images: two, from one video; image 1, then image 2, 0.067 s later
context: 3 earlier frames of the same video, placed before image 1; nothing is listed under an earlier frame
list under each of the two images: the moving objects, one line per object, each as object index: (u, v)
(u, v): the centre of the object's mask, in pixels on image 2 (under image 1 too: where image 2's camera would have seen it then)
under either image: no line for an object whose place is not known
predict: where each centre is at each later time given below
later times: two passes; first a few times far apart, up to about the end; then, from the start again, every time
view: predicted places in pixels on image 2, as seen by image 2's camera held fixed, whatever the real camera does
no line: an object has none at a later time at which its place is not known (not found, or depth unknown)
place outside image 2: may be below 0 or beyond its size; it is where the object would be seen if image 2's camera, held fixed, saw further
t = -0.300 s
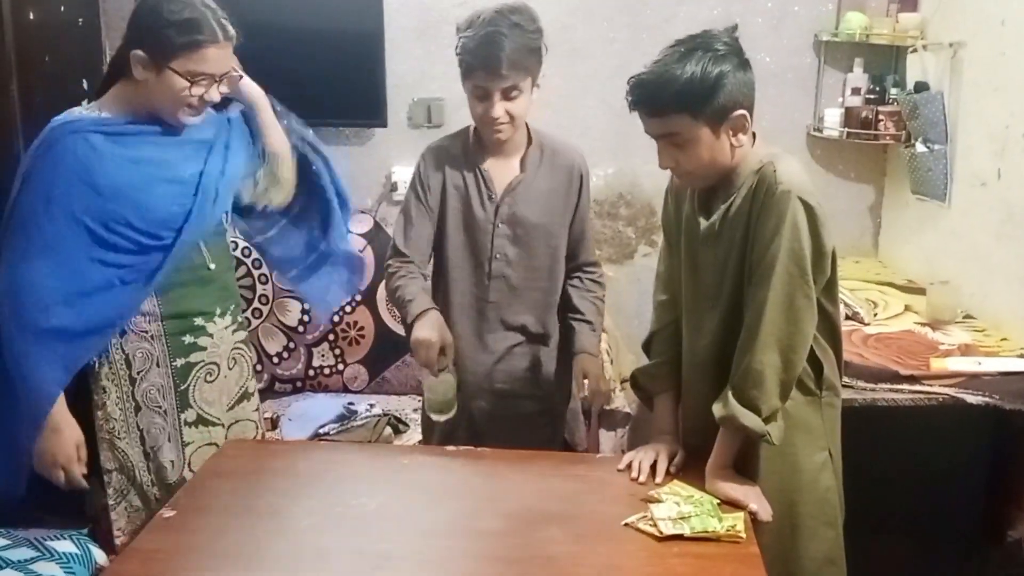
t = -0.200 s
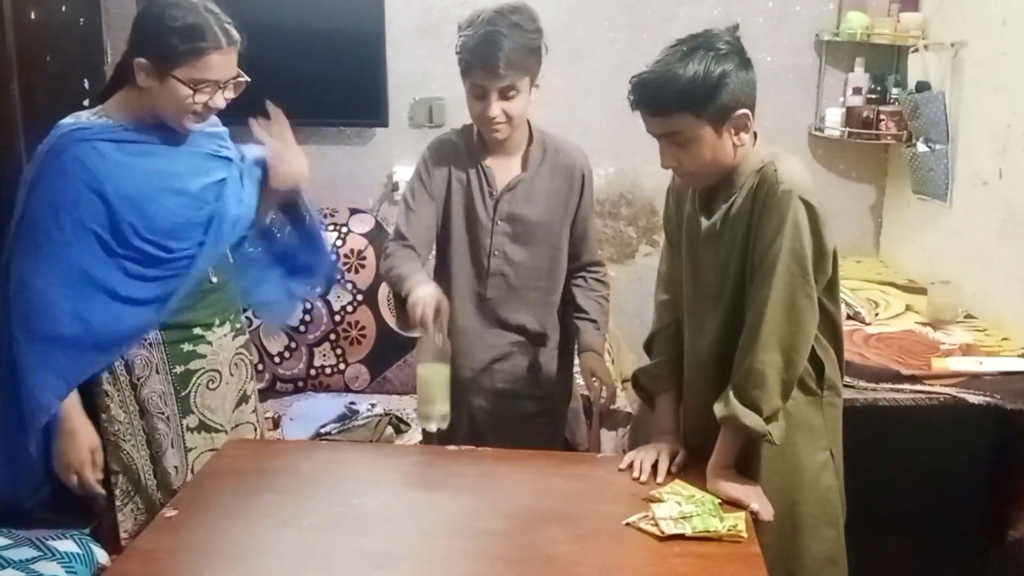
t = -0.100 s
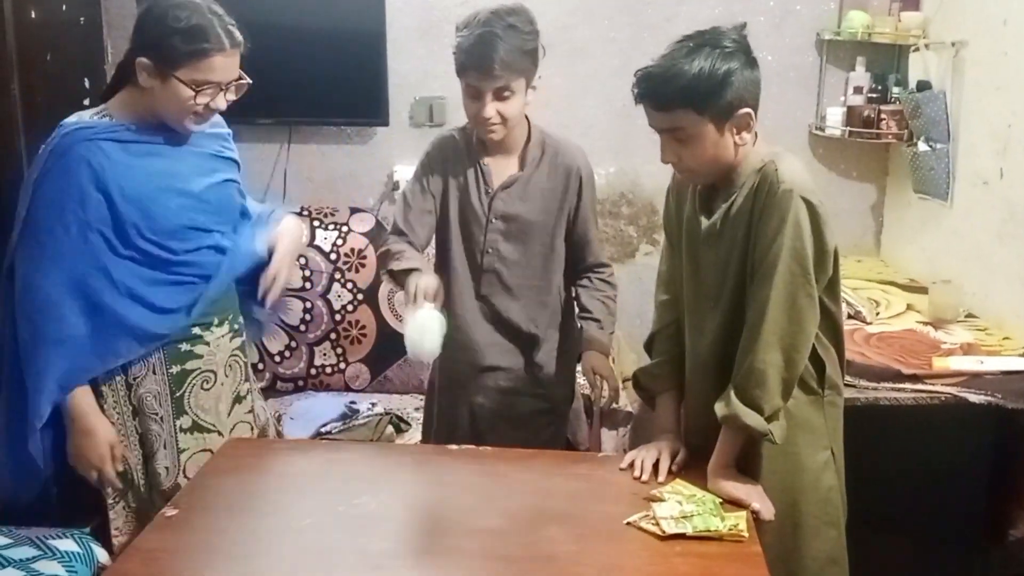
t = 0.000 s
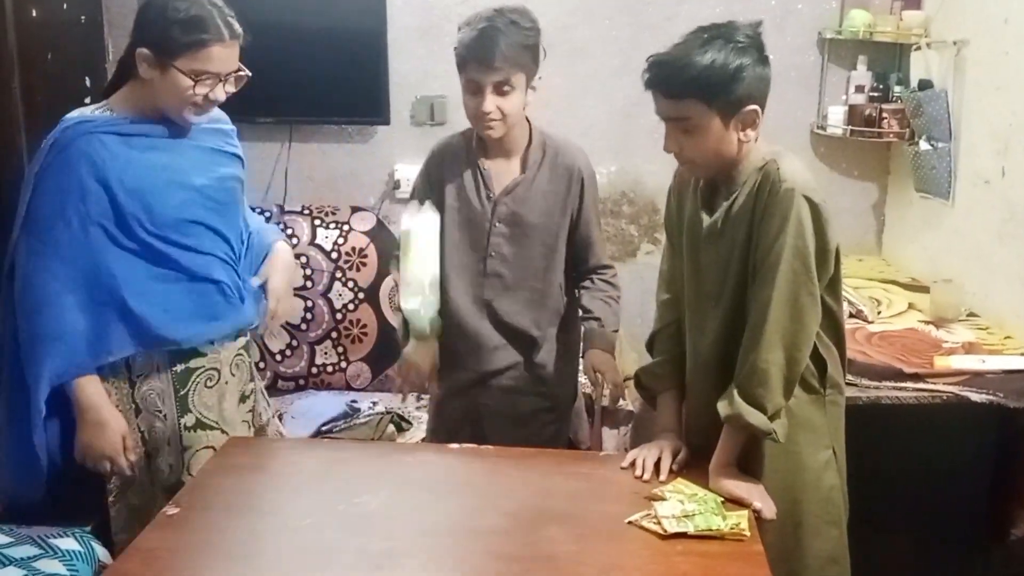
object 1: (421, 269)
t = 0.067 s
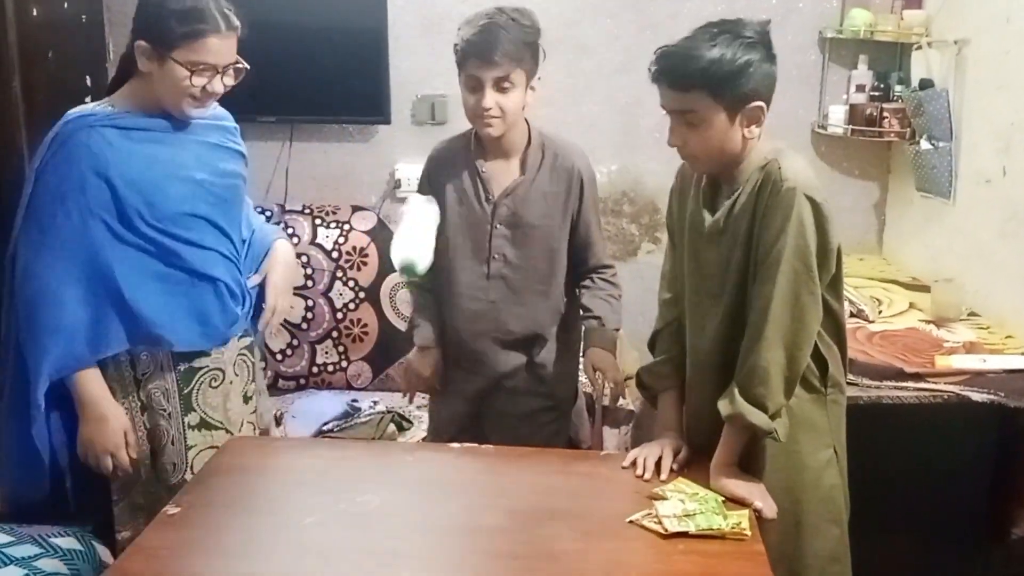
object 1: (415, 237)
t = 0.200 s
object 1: (405, 285)
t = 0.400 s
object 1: (394, 485)
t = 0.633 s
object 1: (402, 539)
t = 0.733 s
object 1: (402, 542)
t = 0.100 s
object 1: (413, 235)
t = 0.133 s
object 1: (412, 243)
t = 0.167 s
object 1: (409, 259)
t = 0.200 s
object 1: (405, 285)
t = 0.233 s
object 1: (404, 315)
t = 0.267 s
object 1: (402, 353)
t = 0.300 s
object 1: (400, 401)
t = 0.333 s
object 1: (397, 460)
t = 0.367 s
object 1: (397, 478)
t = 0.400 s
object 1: (394, 485)
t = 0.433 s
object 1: (393, 492)
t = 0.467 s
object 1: (393, 495)
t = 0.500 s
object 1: (395, 500)
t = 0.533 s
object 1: (398, 503)
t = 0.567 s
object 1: (402, 514)
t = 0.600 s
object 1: (400, 536)
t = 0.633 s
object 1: (402, 539)
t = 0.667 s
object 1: (401, 541)
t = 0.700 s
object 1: (401, 541)
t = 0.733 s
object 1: (402, 542)
